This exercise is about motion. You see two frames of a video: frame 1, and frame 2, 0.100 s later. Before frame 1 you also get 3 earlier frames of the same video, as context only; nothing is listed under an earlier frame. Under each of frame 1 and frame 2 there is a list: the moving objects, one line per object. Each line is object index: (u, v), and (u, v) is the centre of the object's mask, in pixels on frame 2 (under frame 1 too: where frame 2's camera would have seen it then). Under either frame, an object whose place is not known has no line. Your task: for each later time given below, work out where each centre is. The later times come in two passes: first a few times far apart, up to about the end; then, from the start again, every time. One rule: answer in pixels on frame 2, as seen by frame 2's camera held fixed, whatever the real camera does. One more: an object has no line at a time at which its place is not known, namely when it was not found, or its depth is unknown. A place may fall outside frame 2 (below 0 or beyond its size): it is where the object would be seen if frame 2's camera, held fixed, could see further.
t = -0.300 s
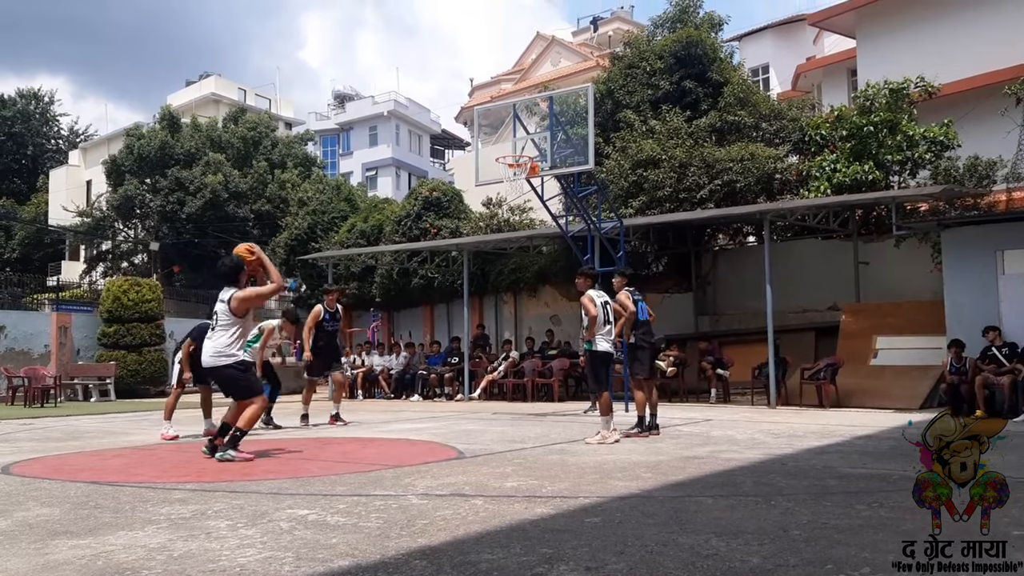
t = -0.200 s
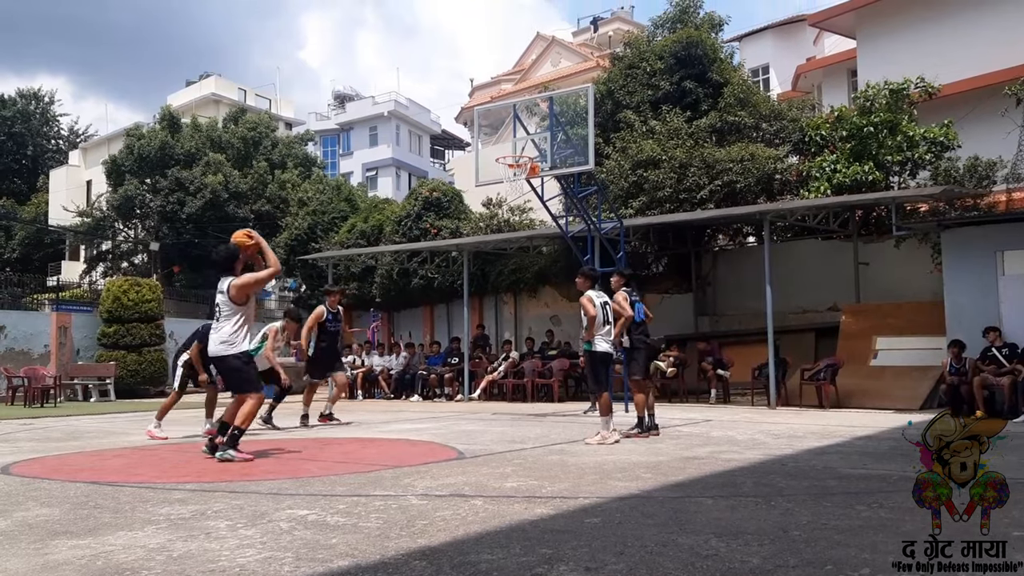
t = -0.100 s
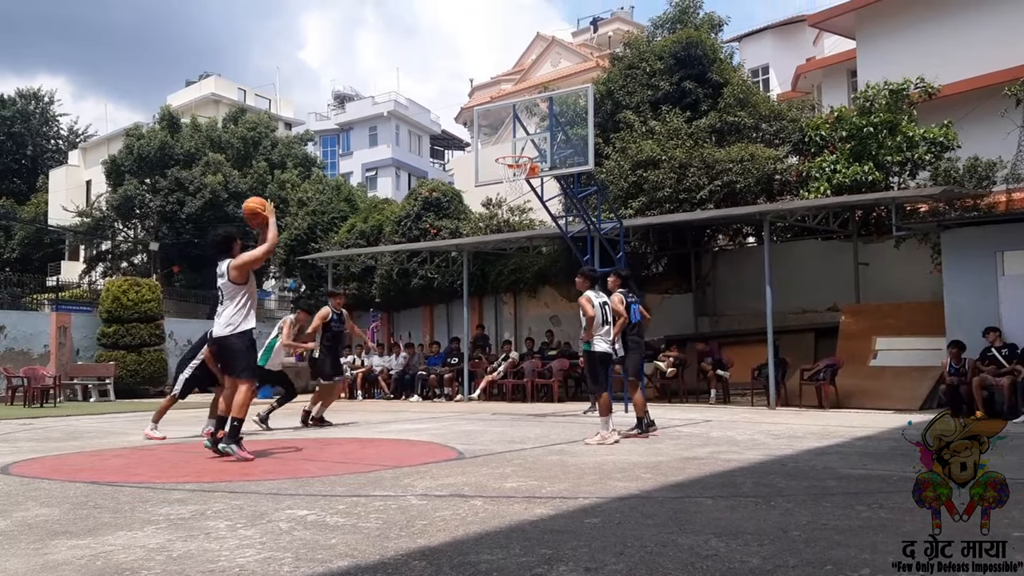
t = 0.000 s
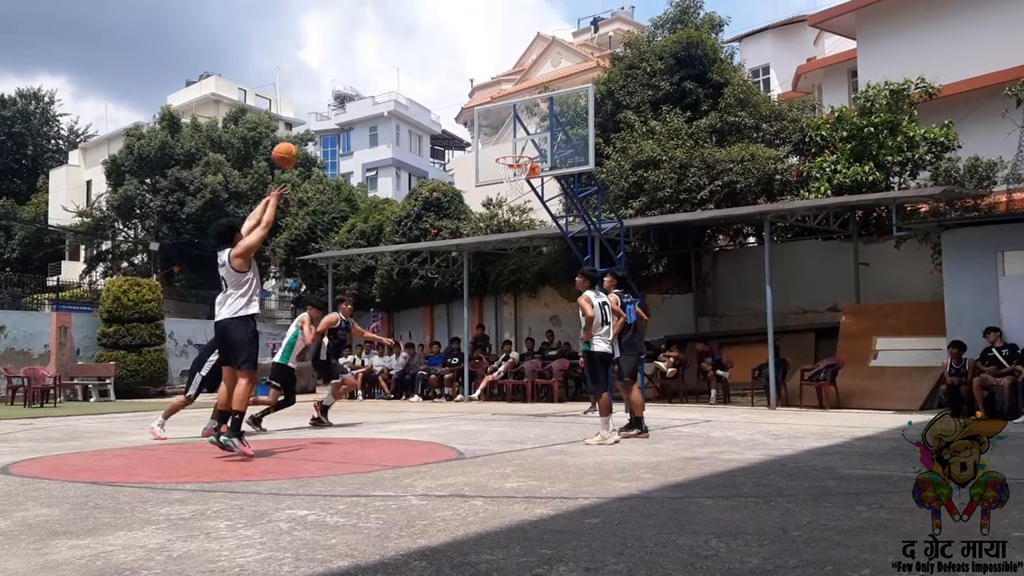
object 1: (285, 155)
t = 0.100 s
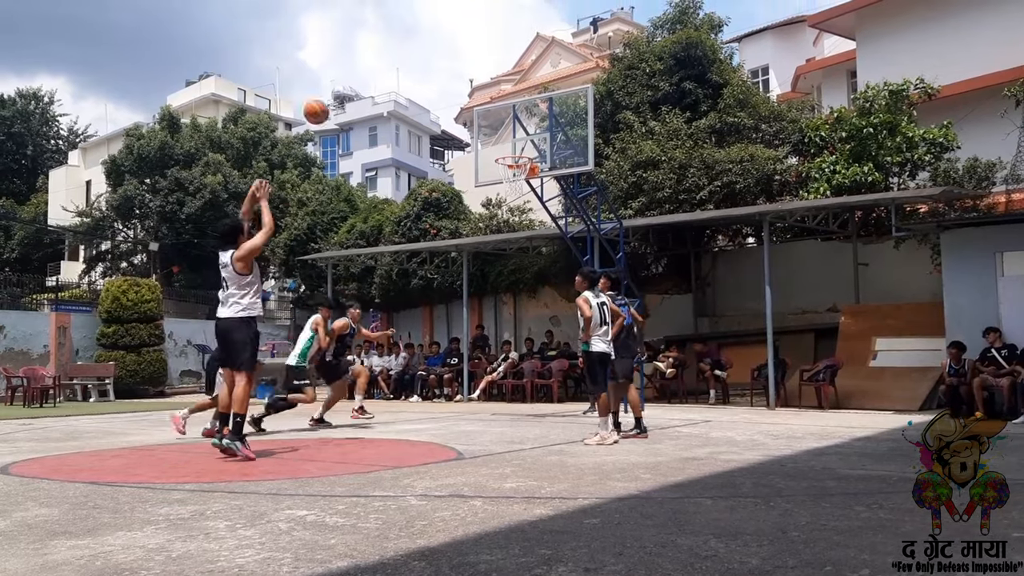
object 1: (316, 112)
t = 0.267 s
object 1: (362, 67)
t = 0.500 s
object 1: (419, 52)
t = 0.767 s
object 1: (474, 90)
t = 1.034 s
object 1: (523, 174)
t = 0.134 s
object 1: (326, 100)
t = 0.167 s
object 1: (335, 90)
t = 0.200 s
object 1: (345, 81)
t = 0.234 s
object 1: (353, 73)
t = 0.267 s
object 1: (362, 67)
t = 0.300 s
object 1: (371, 61)
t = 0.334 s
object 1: (380, 57)
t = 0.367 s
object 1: (388, 54)
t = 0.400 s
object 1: (396, 52)
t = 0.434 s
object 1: (404, 51)
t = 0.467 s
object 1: (411, 51)
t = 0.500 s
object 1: (419, 52)
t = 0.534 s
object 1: (426, 54)
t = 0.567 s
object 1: (434, 56)
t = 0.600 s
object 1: (441, 60)
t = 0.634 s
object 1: (448, 65)
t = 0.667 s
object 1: (455, 70)
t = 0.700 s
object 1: (462, 76)
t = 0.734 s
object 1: (468, 83)
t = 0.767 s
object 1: (474, 90)
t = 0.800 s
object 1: (481, 98)
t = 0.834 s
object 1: (487, 108)
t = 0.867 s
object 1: (493, 117)
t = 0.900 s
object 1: (500, 128)
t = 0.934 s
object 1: (505, 140)
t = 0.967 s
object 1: (511, 150)
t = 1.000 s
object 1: (517, 165)
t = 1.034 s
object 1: (523, 174)
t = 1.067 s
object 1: (525, 178)
